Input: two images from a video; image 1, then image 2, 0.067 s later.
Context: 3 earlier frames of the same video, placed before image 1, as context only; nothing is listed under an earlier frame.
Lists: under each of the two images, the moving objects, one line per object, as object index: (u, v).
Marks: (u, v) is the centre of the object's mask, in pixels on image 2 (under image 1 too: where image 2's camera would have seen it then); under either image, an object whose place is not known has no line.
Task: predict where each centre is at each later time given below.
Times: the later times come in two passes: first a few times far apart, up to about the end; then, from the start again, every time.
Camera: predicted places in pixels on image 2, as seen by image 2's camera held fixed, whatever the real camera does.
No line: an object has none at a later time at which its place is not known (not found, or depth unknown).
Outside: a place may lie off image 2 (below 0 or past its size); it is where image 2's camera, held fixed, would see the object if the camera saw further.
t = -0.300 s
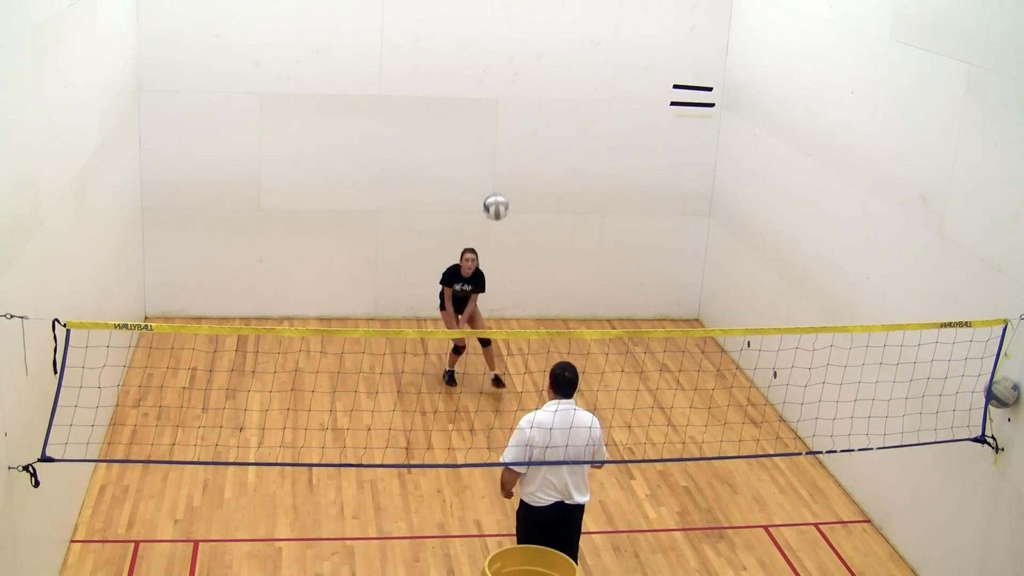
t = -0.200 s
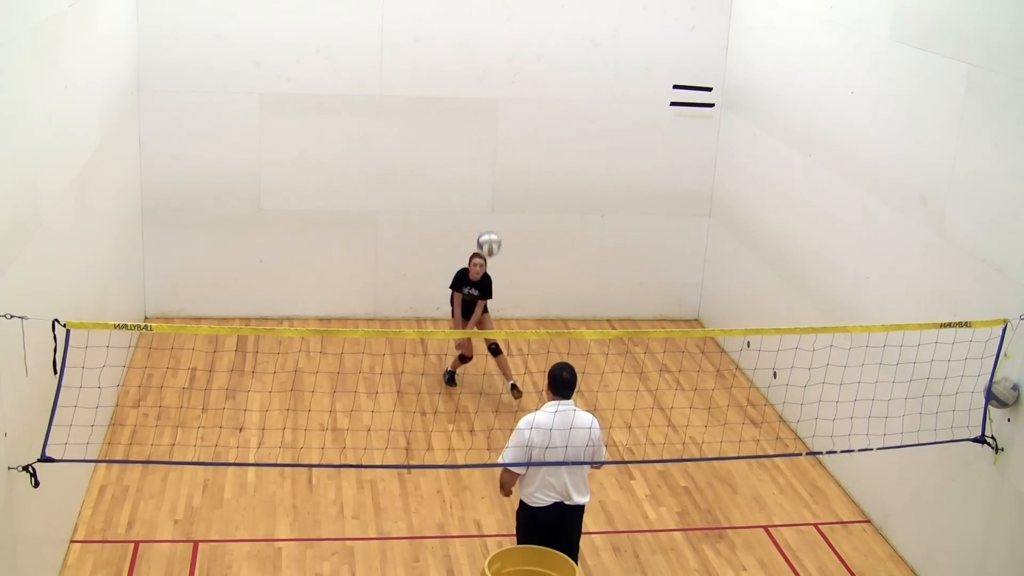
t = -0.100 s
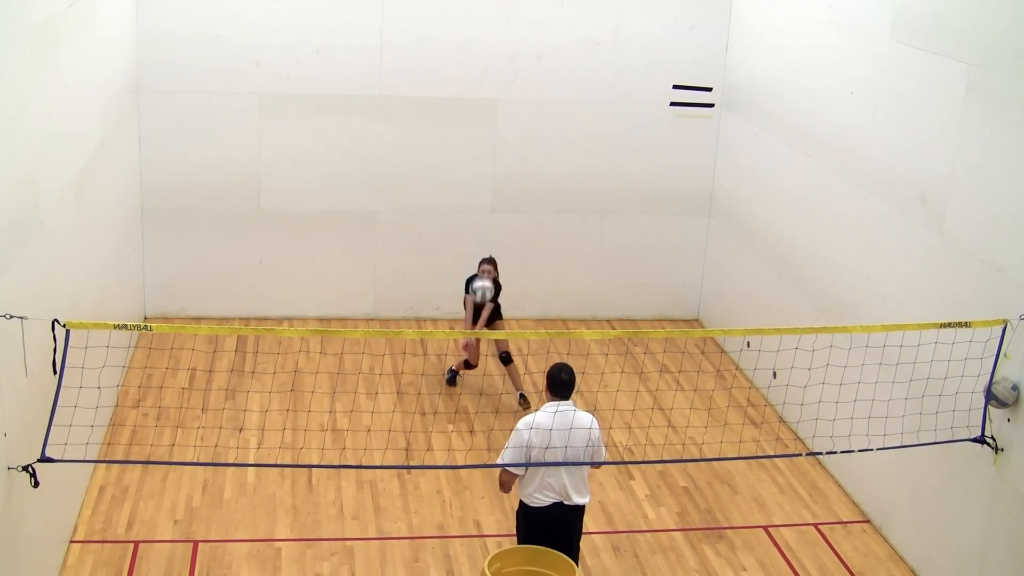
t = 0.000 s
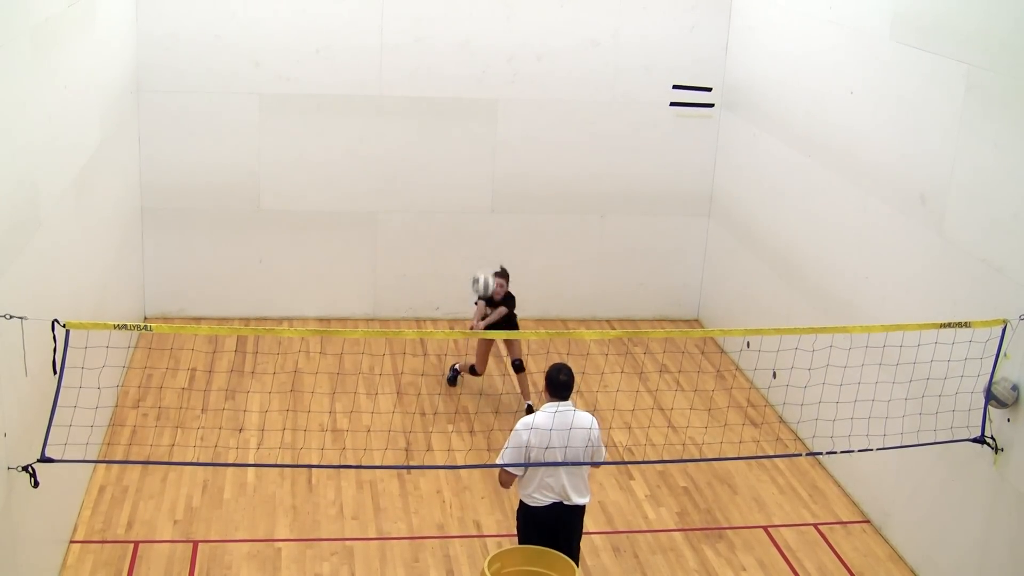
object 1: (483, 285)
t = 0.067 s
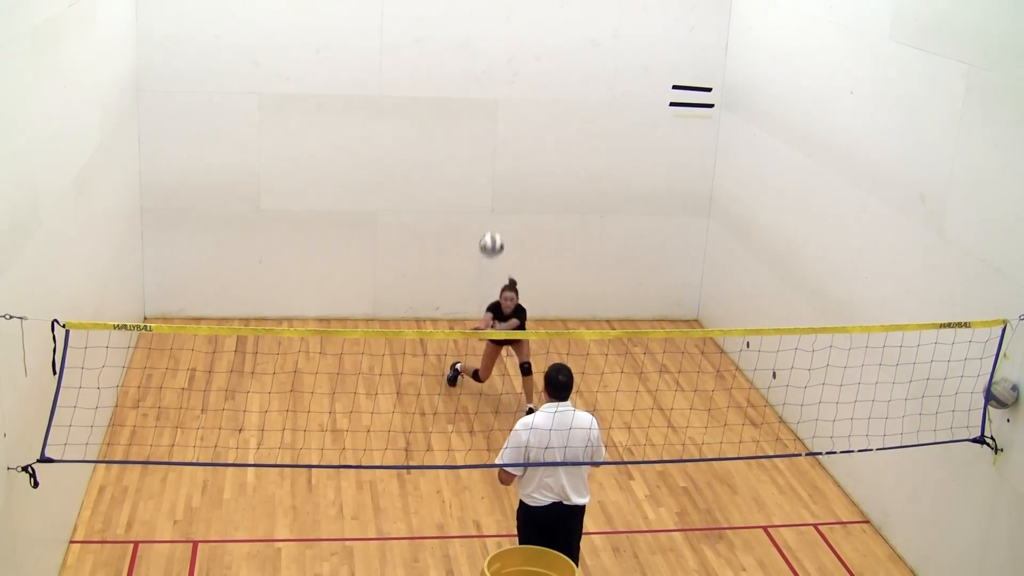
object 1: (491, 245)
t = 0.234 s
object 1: (511, 165)
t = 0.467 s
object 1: (540, 95)
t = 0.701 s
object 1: (566, 91)
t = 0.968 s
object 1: (593, 186)
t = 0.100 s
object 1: (496, 227)
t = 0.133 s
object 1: (500, 210)
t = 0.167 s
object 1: (504, 194)
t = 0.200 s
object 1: (507, 178)
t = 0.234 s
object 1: (511, 165)
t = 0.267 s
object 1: (516, 150)
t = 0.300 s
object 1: (519, 138)
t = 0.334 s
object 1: (524, 127)
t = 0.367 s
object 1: (528, 117)
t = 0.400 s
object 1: (532, 108)
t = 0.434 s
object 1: (536, 101)
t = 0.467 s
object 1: (540, 95)
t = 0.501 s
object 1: (544, 90)
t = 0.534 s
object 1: (548, 87)
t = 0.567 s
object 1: (552, 84)
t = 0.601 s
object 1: (555, 84)
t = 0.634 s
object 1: (559, 85)
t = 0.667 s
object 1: (563, 88)
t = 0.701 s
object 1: (566, 91)
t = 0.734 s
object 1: (570, 98)
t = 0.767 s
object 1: (574, 105)
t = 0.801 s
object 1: (577, 114)
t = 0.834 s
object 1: (580, 125)
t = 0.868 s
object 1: (584, 138)
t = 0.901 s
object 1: (587, 152)
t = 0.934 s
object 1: (590, 168)
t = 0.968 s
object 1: (593, 186)
